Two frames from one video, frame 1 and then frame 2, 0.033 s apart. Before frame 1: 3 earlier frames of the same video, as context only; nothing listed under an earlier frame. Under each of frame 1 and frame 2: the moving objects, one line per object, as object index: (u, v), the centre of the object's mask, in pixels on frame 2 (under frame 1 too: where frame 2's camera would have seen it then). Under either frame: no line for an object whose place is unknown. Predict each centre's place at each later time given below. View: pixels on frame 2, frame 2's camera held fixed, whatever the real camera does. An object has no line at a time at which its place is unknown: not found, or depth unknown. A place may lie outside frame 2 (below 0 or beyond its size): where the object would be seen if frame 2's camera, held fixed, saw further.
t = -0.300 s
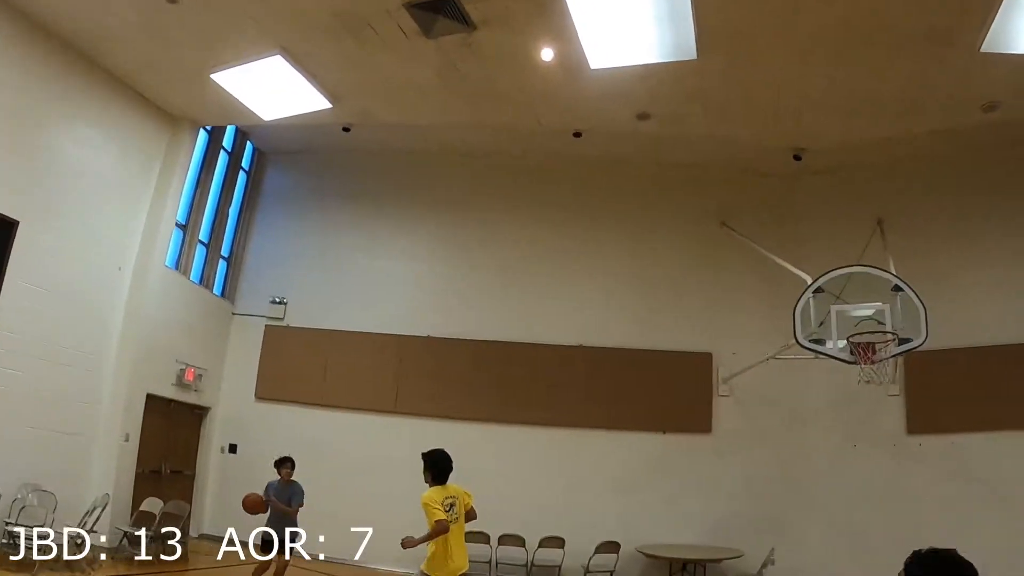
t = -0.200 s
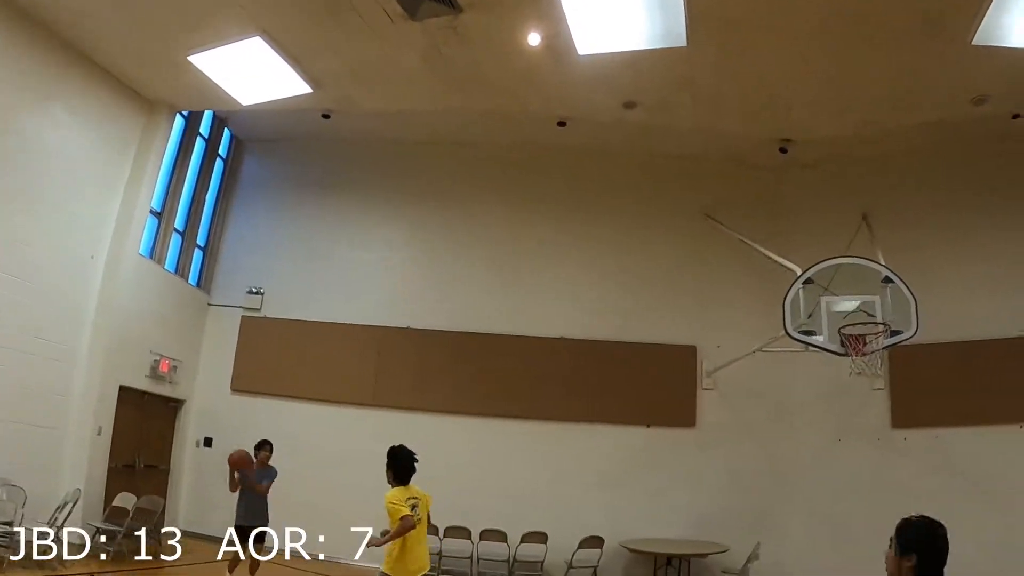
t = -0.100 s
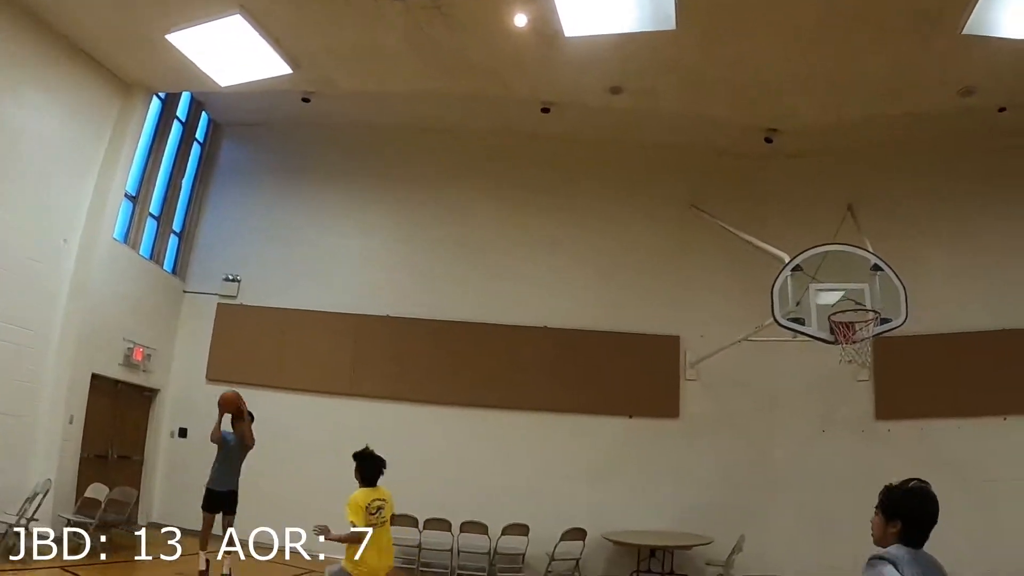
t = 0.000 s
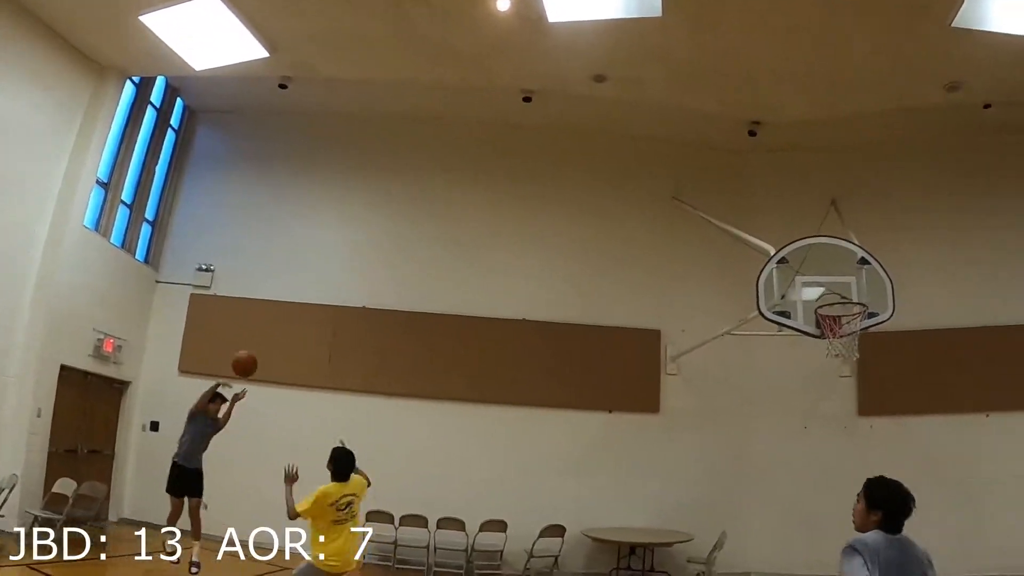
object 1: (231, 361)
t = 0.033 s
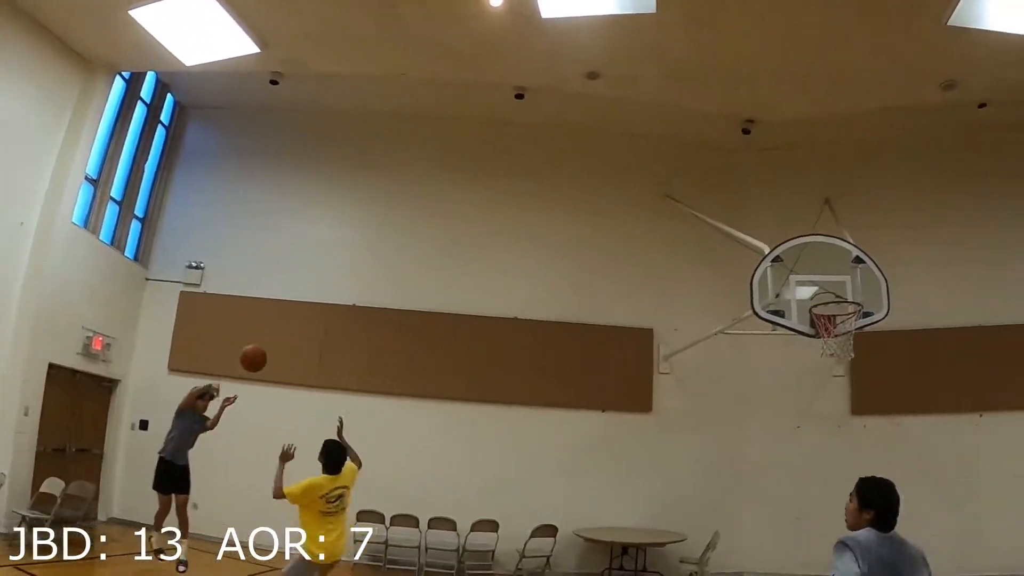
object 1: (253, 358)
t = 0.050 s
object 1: (264, 357)
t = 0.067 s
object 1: (275, 356)
